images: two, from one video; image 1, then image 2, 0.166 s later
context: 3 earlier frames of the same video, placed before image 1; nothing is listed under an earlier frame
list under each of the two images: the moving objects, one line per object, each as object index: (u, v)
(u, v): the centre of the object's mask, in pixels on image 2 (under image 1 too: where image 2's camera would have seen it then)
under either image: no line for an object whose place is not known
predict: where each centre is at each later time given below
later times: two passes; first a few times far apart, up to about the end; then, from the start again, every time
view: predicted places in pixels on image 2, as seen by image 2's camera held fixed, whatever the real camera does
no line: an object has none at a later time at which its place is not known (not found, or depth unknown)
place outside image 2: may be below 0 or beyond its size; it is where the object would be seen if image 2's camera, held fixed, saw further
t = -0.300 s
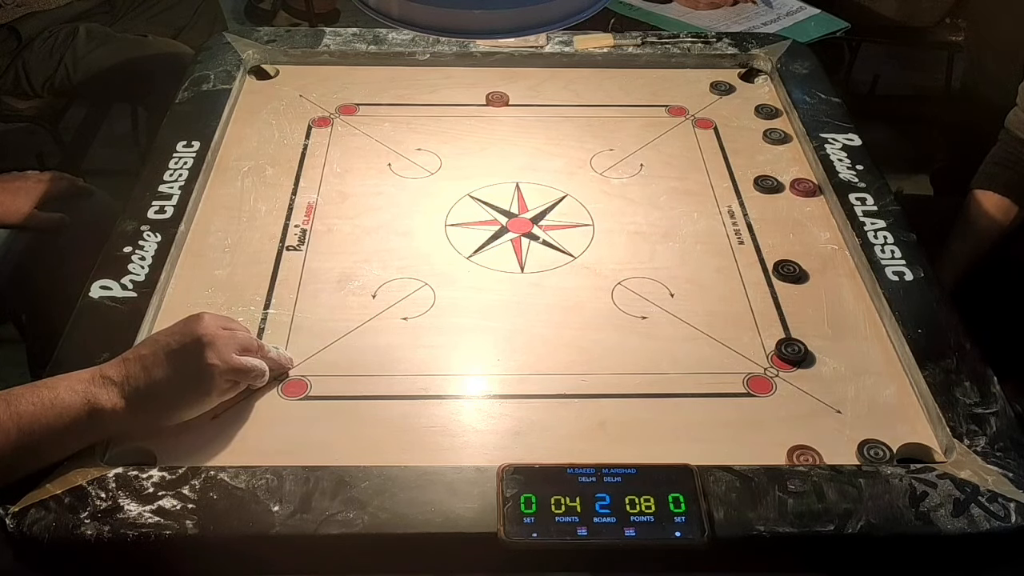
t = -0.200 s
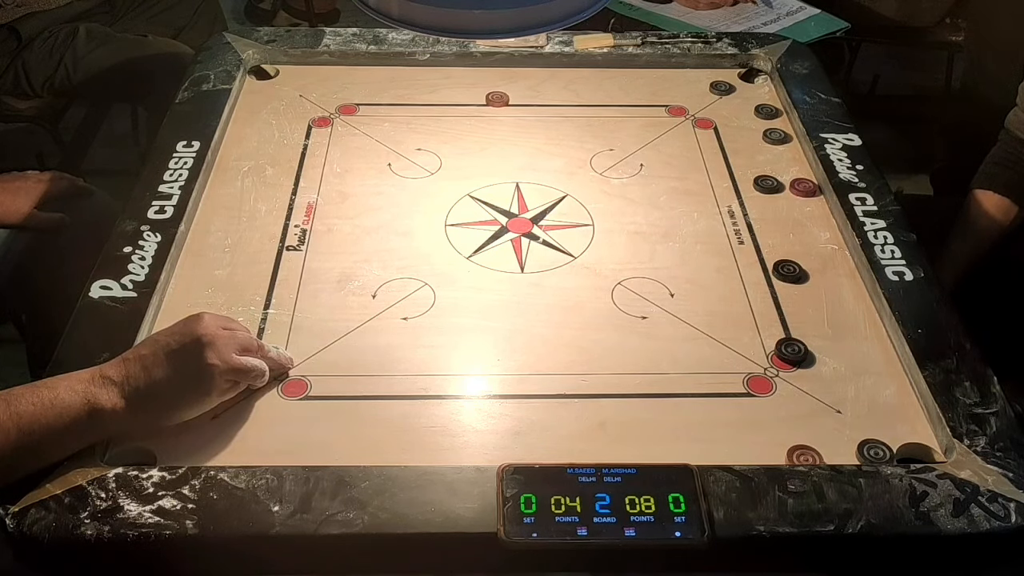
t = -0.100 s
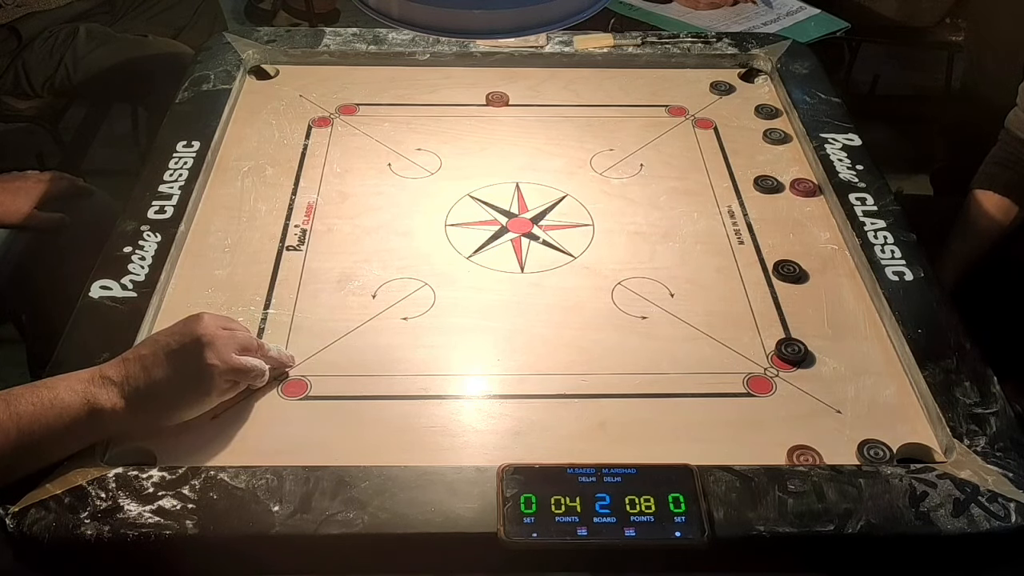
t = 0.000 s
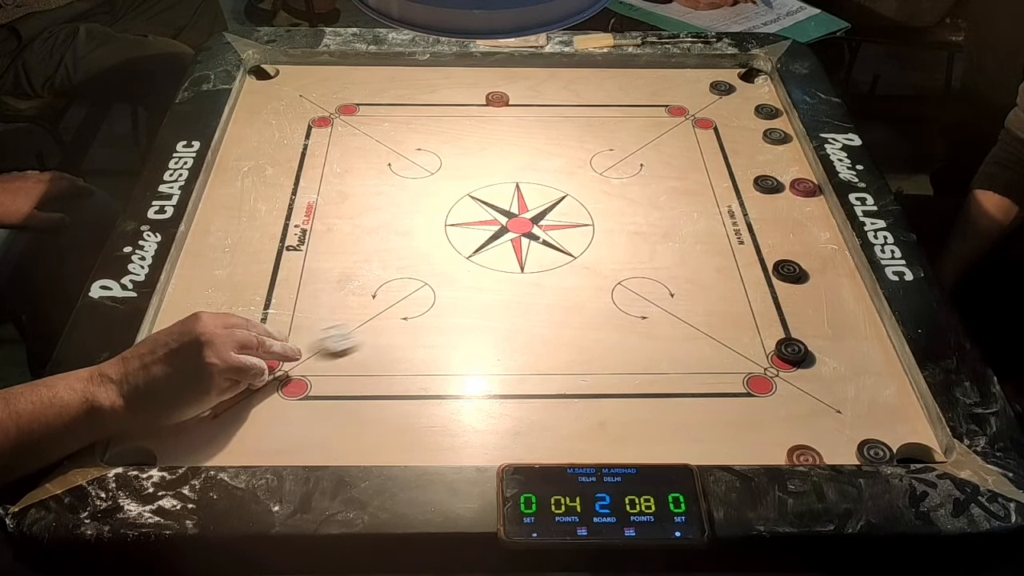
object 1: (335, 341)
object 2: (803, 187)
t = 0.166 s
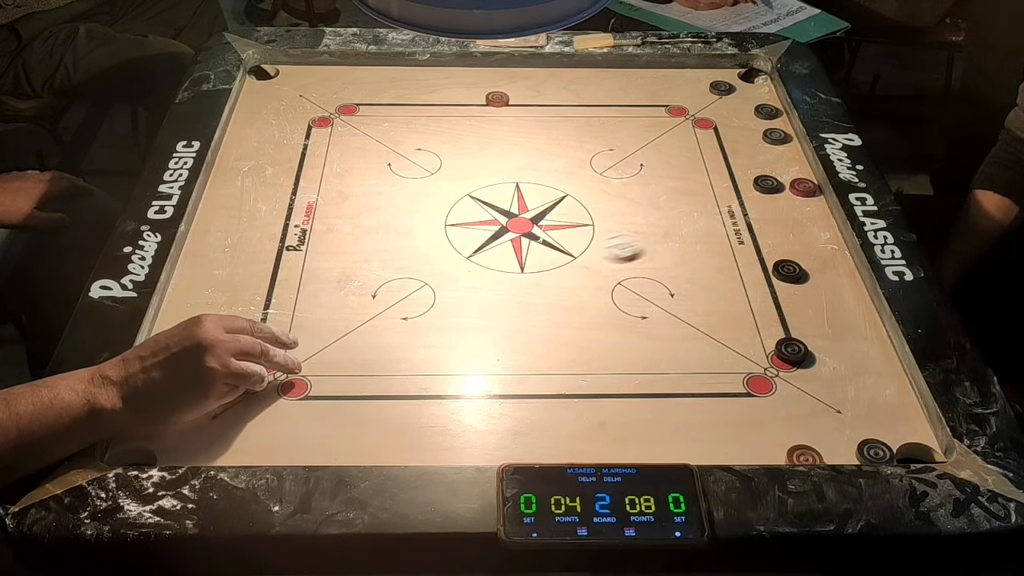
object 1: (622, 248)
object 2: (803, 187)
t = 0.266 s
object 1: (753, 205)
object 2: (803, 187)
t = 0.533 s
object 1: (741, 230)
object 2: (693, 121)
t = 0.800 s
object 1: (700, 245)
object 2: (650, 96)
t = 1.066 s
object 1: (698, 245)
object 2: (650, 96)
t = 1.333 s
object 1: (698, 245)
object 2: (650, 96)
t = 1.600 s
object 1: (698, 245)
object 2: (650, 96)
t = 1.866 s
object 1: (698, 245)
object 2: (650, 96)
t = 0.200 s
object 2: (803, 187)
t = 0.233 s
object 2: (803, 187)
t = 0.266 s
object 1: (753, 205)
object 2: (803, 187)
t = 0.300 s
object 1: (790, 199)
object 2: (806, 186)
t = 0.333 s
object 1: (811, 203)
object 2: (786, 175)
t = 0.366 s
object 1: (800, 209)
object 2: (766, 163)
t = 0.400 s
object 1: (787, 214)
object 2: (747, 153)
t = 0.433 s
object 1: (773, 218)
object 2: (732, 144)
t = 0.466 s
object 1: (762, 222)
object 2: (717, 135)
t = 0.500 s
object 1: (750, 226)
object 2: (704, 127)
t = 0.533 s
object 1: (741, 230)
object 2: (693, 121)
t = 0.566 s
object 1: (733, 232)
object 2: (683, 115)
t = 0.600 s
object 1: (725, 235)
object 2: (674, 110)
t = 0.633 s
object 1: (718, 238)
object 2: (667, 106)
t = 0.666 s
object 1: (713, 240)
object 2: (661, 102)
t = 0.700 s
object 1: (709, 241)
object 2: (657, 100)
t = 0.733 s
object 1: (705, 243)
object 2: (654, 98)
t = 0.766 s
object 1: (702, 244)
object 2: (652, 97)
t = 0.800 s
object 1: (700, 245)
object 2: (650, 96)
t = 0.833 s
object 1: (699, 245)
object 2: (650, 96)
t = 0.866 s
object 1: (698, 245)
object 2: (650, 96)
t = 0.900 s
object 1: (698, 245)
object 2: (650, 96)
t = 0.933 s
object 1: (698, 245)
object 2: (650, 96)
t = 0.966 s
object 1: (698, 245)
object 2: (650, 96)
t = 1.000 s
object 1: (698, 245)
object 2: (650, 96)
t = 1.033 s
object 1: (698, 245)
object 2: (650, 96)
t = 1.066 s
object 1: (698, 245)
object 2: (650, 96)
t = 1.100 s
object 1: (698, 245)
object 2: (650, 96)
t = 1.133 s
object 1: (698, 245)
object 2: (650, 96)
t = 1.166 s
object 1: (698, 245)
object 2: (650, 96)
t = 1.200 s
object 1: (698, 245)
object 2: (650, 96)
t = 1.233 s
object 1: (698, 245)
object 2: (650, 96)
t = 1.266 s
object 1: (698, 245)
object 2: (650, 96)
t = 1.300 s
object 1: (698, 245)
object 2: (650, 96)
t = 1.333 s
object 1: (698, 245)
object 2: (650, 96)
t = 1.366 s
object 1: (698, 245)
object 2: (650, 96)
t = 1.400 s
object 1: (698, 245)
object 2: (650, 96)
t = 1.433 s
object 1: (698, 245)
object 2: (650, 96)
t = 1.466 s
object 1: (698, 245)
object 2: (650, 96)
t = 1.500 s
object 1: (698, 245)
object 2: (650, 96)
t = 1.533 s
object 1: (698, 245)
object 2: (650, 96)
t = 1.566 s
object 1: (698, 245)
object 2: (650, 96)
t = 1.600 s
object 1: (698, 245)
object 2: (650, 96)
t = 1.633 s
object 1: (698, 245)
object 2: (650, 96)
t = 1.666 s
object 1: (698, 245)
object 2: (650, 96)
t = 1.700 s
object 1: (698, 245)
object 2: (650, 97)
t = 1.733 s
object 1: (698, 245)
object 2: (650, 96)
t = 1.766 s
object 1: (698, 245)
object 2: (650, 96)
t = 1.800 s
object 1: (698, 245)
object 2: (650, 96)
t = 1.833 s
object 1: (698, 245)
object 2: (650, 96)
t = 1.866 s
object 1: (698, 245)
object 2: (650, 96)
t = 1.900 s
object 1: (698, 245)
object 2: (650, 96)
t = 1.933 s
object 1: (698, 245)
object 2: (650, 96)
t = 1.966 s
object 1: (698, 245)
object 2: (650, 96)
